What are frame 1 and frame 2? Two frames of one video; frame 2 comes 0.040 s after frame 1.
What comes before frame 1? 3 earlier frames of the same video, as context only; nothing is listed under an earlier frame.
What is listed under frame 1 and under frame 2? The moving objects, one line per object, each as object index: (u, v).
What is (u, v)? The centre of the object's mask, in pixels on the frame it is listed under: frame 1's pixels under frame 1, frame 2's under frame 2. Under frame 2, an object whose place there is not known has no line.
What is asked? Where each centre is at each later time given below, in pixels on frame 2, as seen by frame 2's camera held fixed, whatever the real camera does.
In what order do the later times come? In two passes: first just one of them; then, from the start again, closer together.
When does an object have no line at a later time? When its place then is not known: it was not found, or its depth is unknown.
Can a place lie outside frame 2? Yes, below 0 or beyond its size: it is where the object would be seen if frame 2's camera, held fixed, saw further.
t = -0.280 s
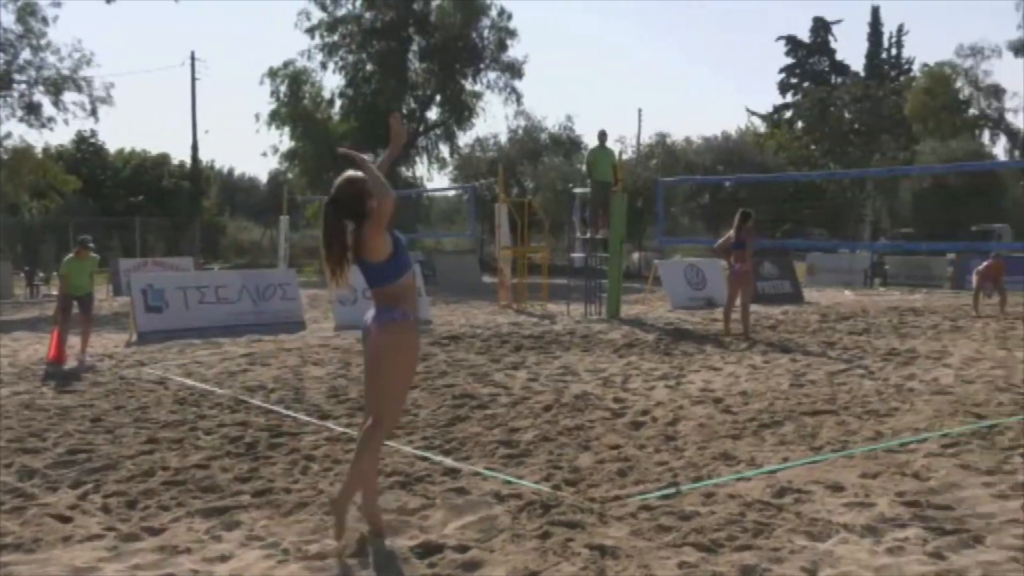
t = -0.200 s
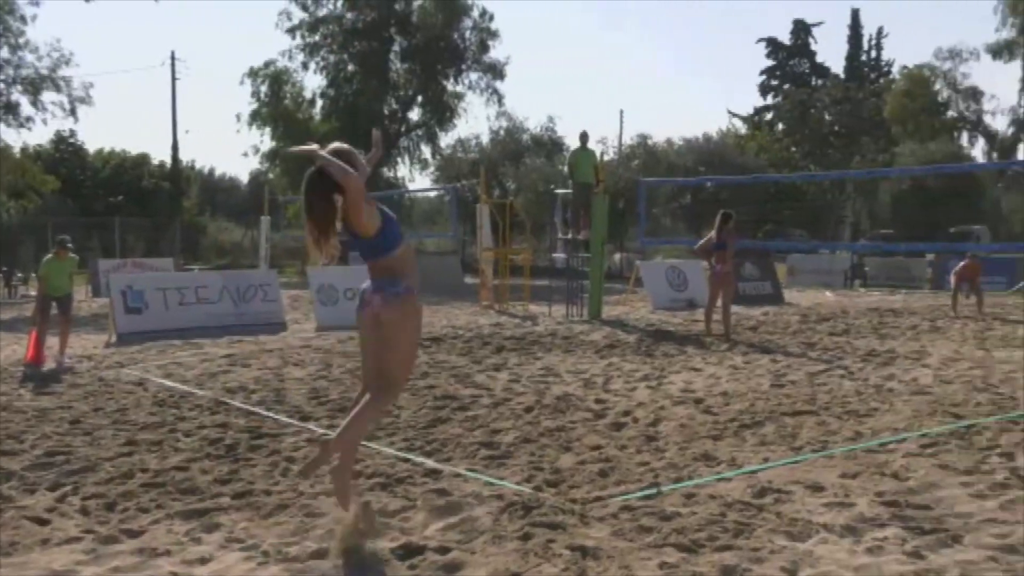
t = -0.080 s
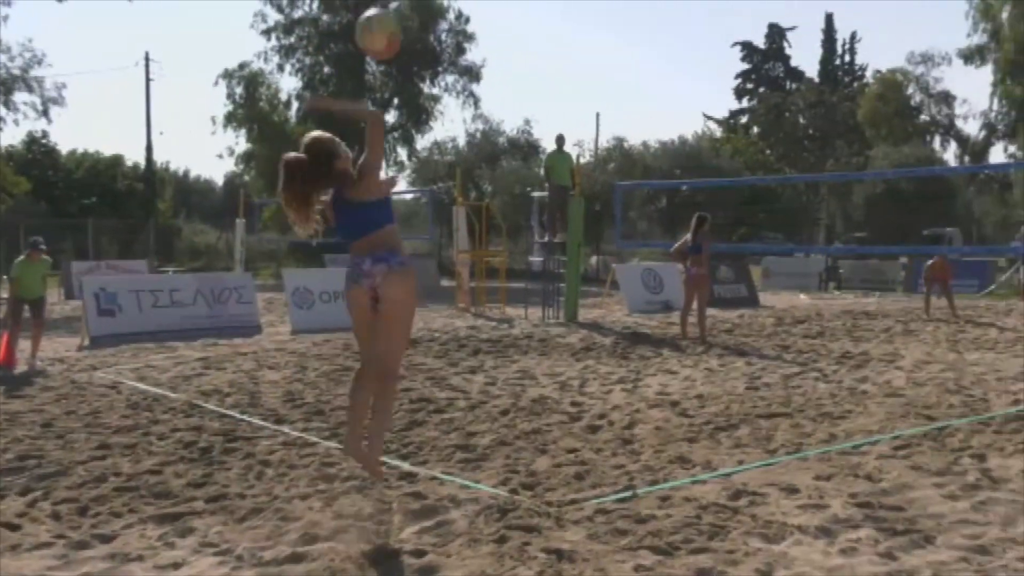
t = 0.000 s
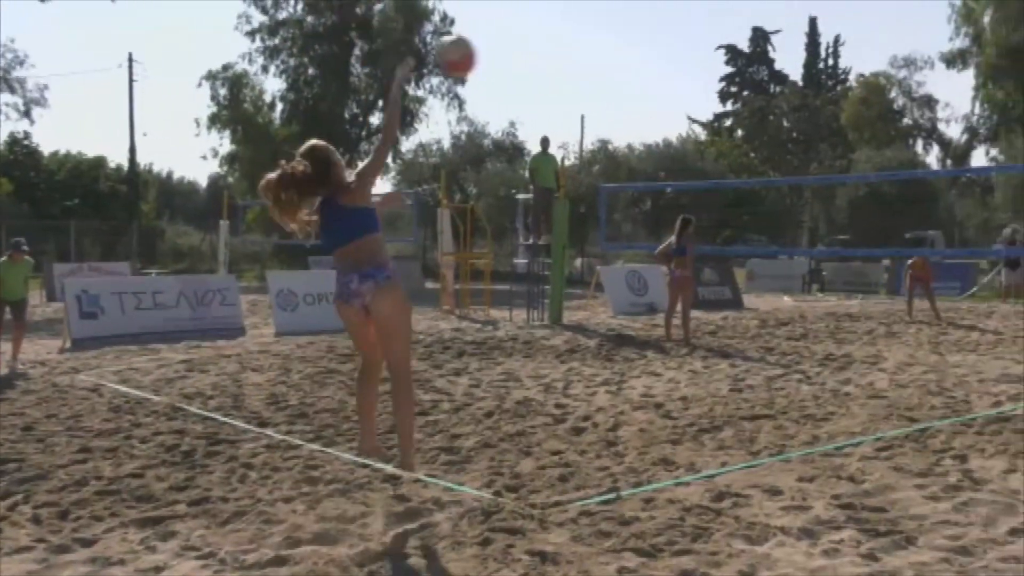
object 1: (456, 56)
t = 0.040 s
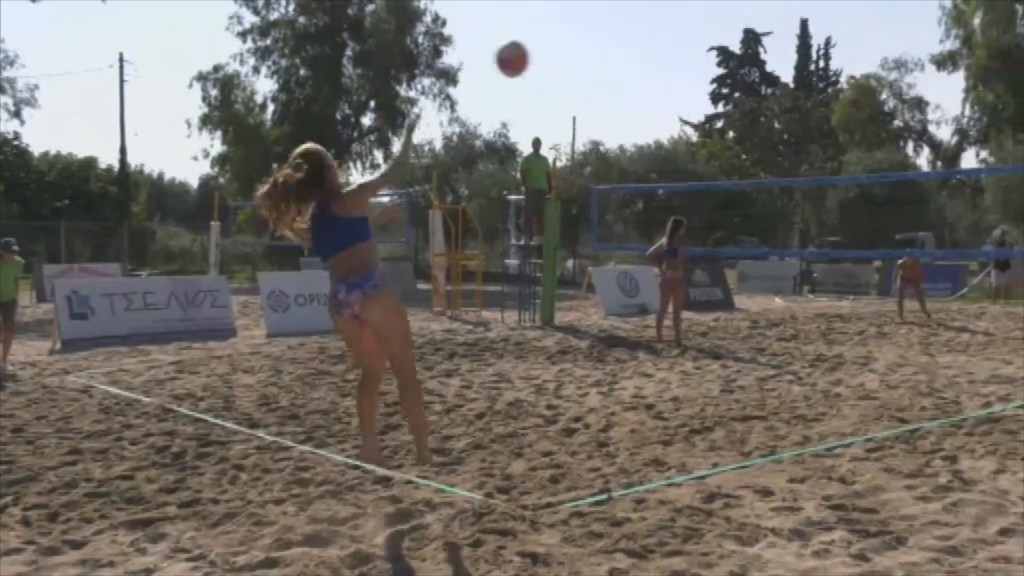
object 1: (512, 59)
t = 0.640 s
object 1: (852, 182)
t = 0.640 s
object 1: (852, 182)
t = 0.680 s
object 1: (858, 195)
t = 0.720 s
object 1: (866, 209)
